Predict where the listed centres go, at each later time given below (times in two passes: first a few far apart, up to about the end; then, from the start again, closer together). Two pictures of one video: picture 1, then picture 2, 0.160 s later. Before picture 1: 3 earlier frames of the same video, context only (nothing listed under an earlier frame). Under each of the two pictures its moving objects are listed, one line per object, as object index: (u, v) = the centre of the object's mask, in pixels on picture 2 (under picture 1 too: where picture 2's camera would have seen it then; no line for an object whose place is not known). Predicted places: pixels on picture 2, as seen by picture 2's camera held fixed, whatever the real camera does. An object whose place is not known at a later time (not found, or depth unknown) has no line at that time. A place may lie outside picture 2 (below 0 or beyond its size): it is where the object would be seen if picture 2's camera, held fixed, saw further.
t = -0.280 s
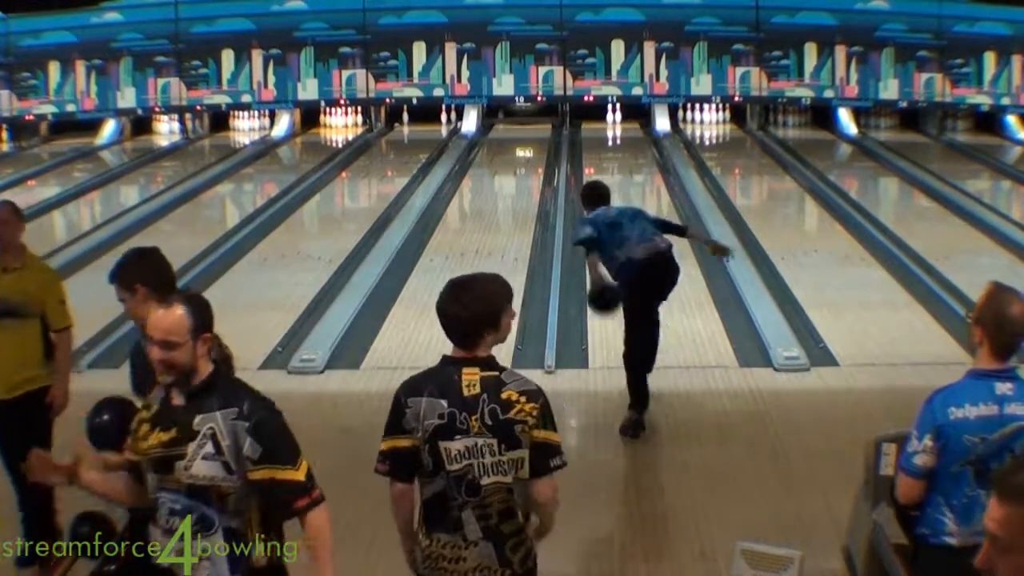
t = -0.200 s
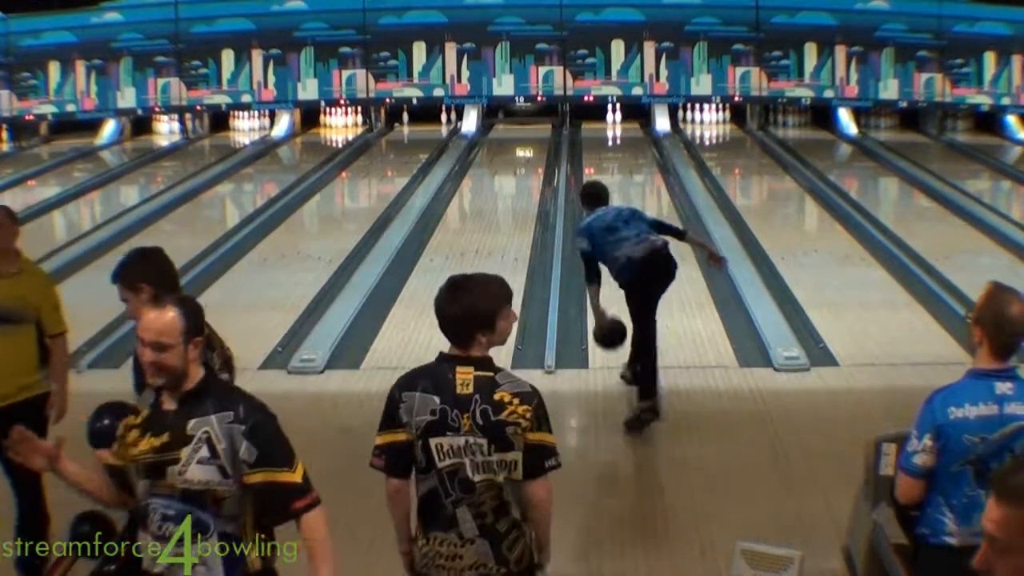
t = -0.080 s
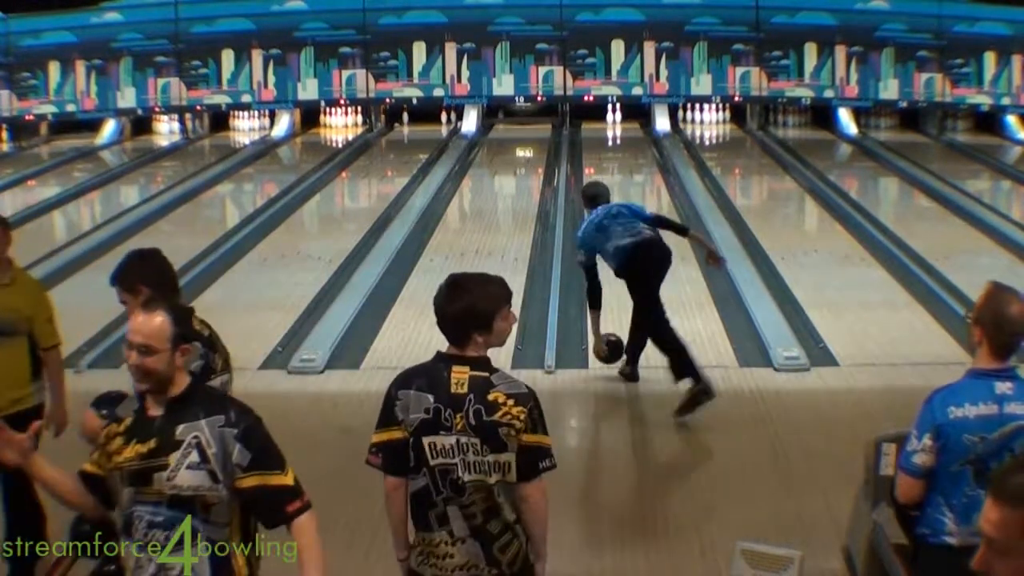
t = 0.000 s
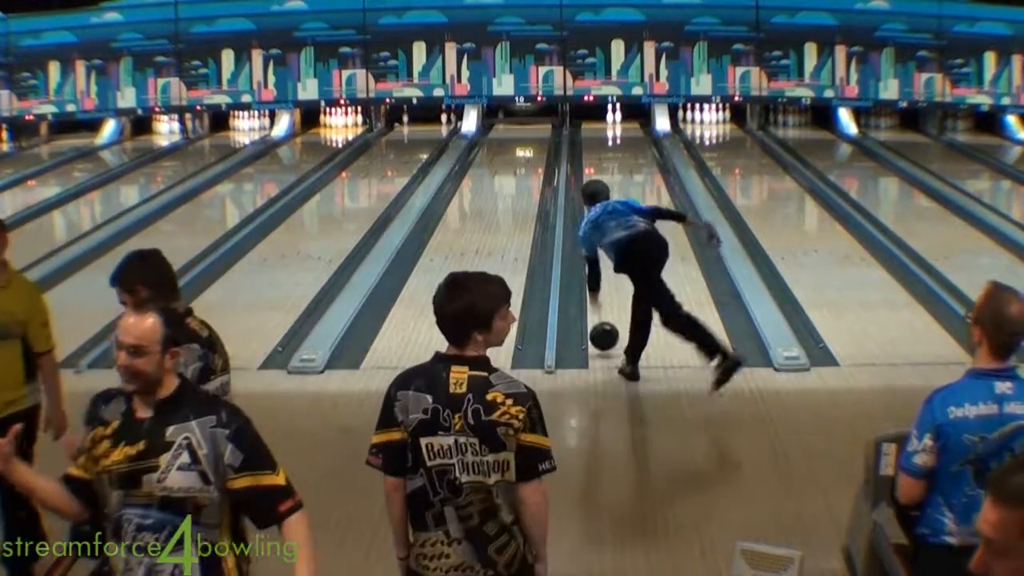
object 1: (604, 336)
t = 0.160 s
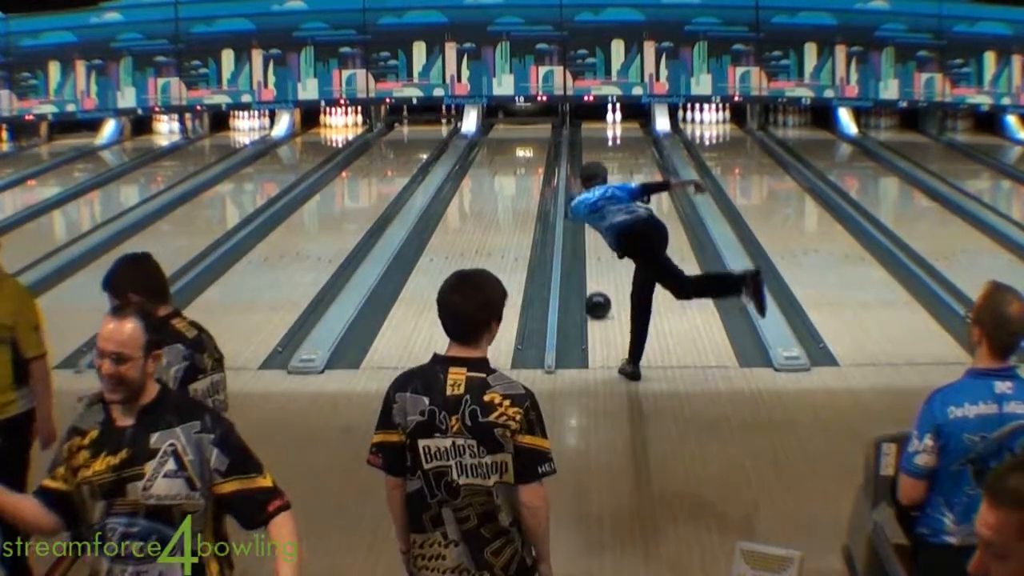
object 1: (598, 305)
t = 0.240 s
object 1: (595, 290)
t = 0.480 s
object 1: (589, 251)
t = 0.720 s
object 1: (585, 222)
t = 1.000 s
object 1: (575, 200)
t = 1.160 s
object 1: (568, 187)
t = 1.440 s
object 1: (574, 168)
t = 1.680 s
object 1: (574, 157)
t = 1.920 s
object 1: (573, 147)
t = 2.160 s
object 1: (574, 140)
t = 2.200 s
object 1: (574, 140)
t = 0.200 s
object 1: (596, 297)
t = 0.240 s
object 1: (595, 290)
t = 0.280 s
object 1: (594, 283)
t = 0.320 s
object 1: (593, 276)
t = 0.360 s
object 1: (592, 269)
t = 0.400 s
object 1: (591, 263)
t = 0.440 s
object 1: (590, 257)
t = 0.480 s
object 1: (589, 251)
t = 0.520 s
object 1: (588, 246)
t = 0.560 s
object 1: (587, 240)
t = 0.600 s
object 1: (587, 235)
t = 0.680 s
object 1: (586, 226)
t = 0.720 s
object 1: (585, 222)
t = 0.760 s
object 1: (585, 219)
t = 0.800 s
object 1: (584, 215)
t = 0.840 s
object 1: (584, 212)
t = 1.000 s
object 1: (575, 200)
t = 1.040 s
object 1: (574, 199)
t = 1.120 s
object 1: (575, 193)
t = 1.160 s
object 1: (568, 187)
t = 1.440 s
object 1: (574, 168)
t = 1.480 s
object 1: (575, 167)
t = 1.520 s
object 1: (576, 164)
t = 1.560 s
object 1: (576, 163)
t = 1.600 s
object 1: (574, 159)
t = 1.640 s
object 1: (574, 158)
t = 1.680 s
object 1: (574, 157)
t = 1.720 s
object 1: (573, 154)
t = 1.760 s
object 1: (573, 154)
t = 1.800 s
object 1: (575, 151)
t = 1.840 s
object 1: (574, 149)
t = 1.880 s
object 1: (574, 149)
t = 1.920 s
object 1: (573, 147)
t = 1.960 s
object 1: (572, 147)
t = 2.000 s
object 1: (572, 146)
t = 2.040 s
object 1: (574, 141)
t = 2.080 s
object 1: (574, 142)
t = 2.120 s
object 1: (574, 141)
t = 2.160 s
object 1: (574, 140)
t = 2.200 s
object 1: (574, 140)
